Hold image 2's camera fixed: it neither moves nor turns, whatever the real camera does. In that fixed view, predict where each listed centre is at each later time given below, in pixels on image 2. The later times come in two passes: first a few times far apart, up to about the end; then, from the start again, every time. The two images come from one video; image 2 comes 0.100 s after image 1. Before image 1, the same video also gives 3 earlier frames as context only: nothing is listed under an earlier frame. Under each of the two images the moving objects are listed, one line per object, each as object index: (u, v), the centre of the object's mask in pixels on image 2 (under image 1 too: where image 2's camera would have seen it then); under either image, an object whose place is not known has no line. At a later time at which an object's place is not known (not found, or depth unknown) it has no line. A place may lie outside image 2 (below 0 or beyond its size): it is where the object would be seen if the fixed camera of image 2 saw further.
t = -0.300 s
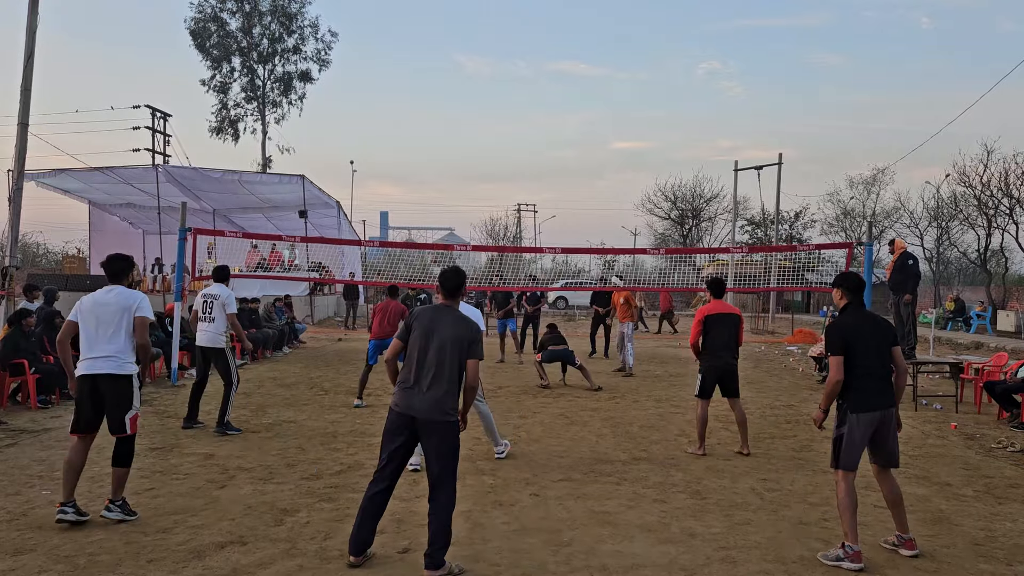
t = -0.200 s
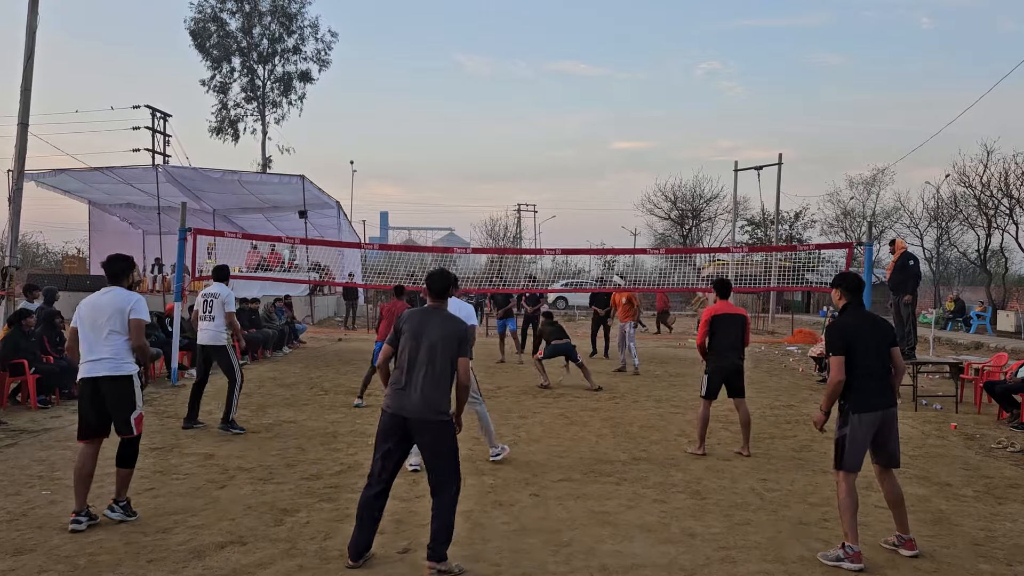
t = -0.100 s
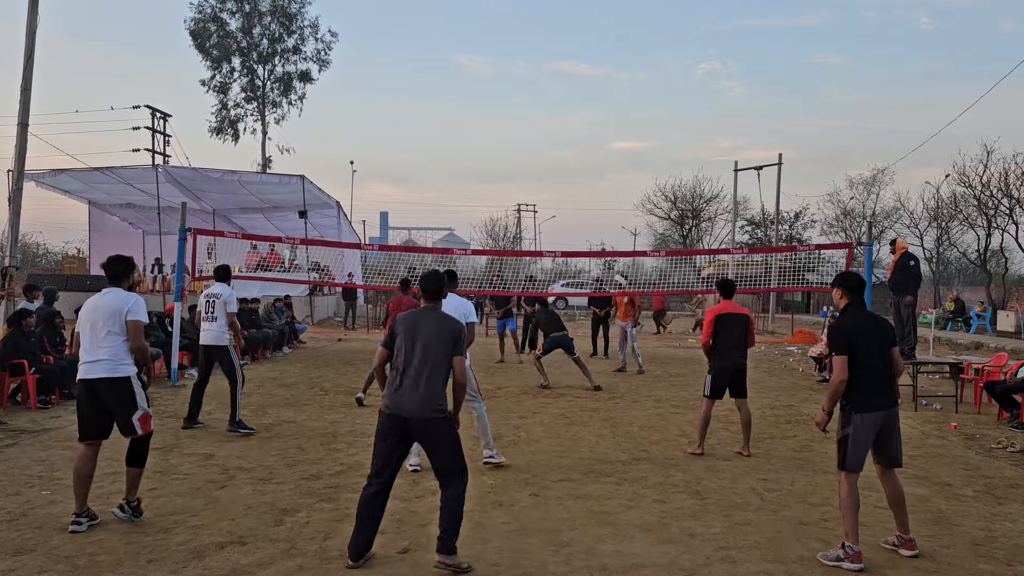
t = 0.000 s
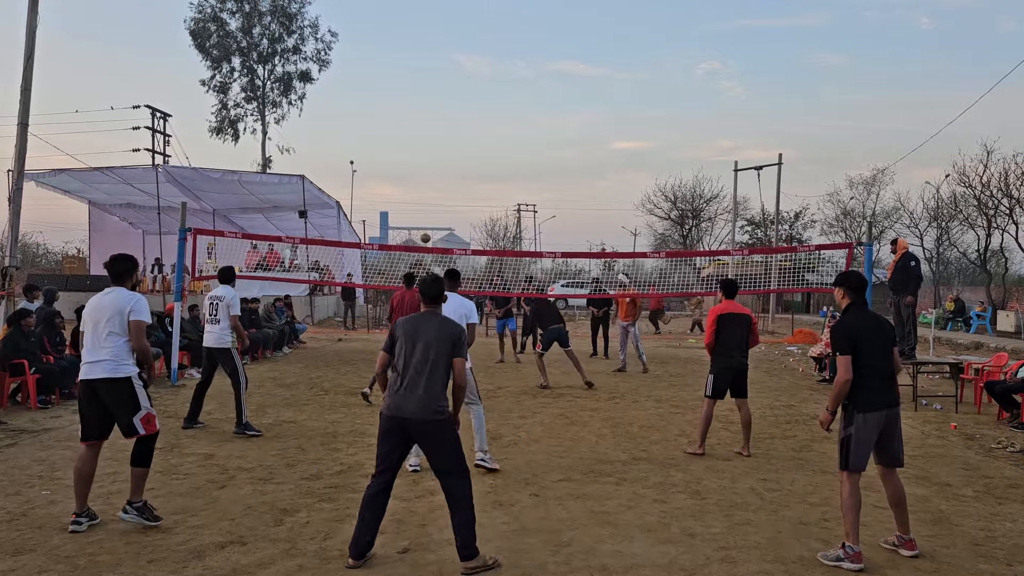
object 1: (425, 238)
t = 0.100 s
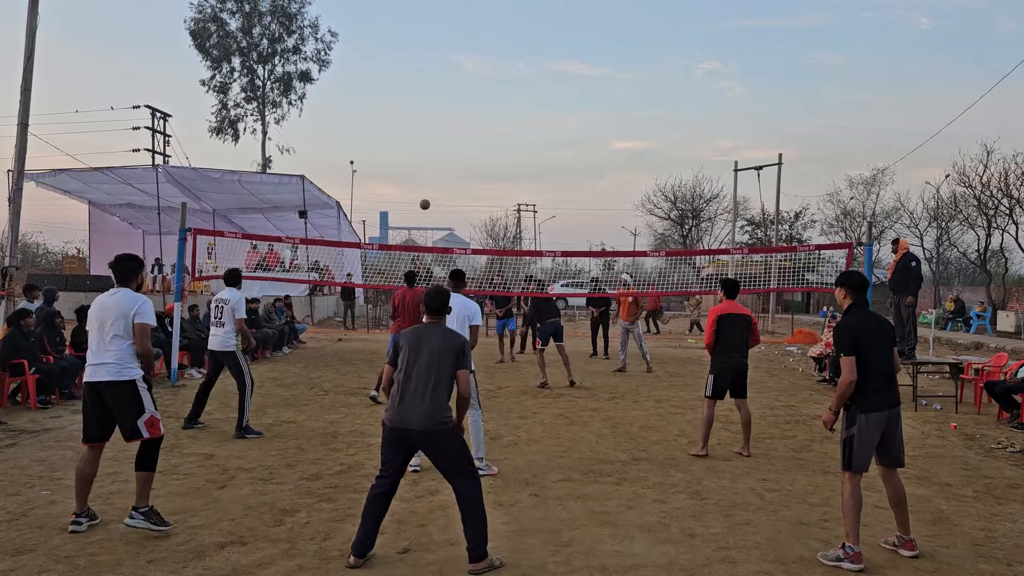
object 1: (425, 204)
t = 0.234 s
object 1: (423, 164)
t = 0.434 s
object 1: (422, 119)
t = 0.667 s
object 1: (419, 96)
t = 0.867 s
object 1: (415, 114)
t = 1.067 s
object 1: (408, 184)
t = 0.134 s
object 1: (424, 194)
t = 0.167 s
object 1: (424, 183)
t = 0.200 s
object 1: (424, 173)
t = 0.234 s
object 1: (423, 164)
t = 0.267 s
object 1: (423, 155)
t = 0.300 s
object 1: (423, 147)
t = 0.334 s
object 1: (423, 139)
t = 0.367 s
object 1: (423, 132)
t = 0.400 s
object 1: (422, 125)
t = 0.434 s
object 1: (422, 119)
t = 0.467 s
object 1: (422, 114)
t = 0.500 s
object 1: (421, 109)
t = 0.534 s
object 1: (421, 104)
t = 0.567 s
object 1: (420, 101)
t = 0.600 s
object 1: (420, 98)
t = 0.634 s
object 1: (420, 97)
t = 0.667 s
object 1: (419, 96)
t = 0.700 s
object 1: (419, 97)
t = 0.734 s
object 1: (418, 98)
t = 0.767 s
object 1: (417, 100)
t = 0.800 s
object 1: (416, 103)
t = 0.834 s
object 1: (415, 108)
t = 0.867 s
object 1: (415, 114)
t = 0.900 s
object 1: (414, 121)
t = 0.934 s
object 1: (413, 130)
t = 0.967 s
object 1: (412, 141)
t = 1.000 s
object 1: (411, 154)
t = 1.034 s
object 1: (410, 168)
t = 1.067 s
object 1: (408, 184)
